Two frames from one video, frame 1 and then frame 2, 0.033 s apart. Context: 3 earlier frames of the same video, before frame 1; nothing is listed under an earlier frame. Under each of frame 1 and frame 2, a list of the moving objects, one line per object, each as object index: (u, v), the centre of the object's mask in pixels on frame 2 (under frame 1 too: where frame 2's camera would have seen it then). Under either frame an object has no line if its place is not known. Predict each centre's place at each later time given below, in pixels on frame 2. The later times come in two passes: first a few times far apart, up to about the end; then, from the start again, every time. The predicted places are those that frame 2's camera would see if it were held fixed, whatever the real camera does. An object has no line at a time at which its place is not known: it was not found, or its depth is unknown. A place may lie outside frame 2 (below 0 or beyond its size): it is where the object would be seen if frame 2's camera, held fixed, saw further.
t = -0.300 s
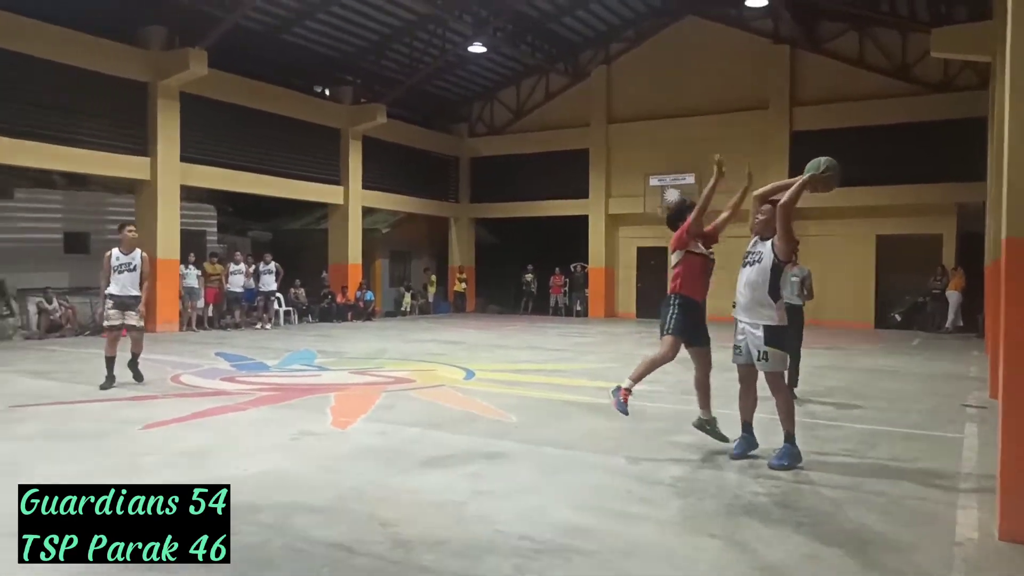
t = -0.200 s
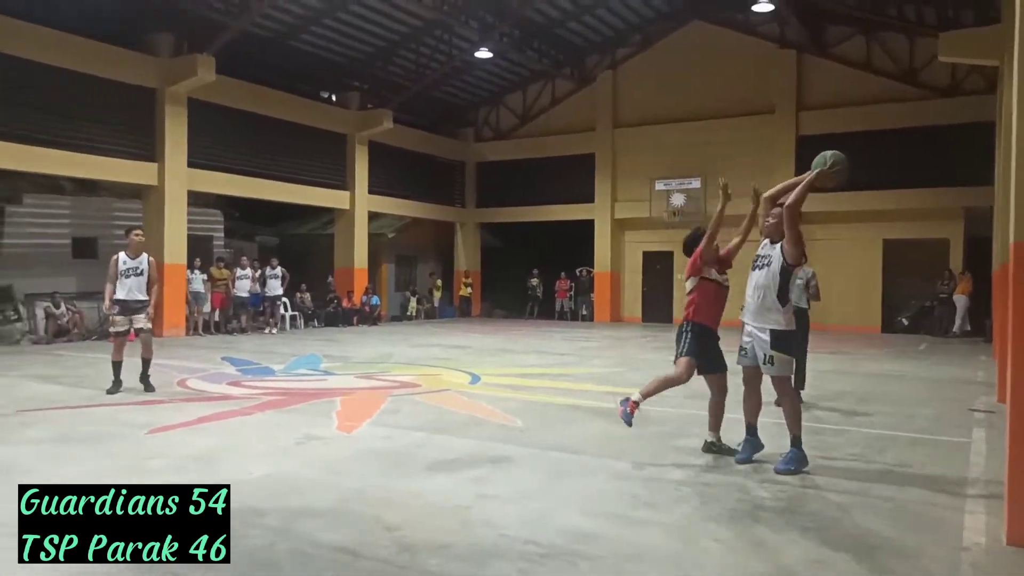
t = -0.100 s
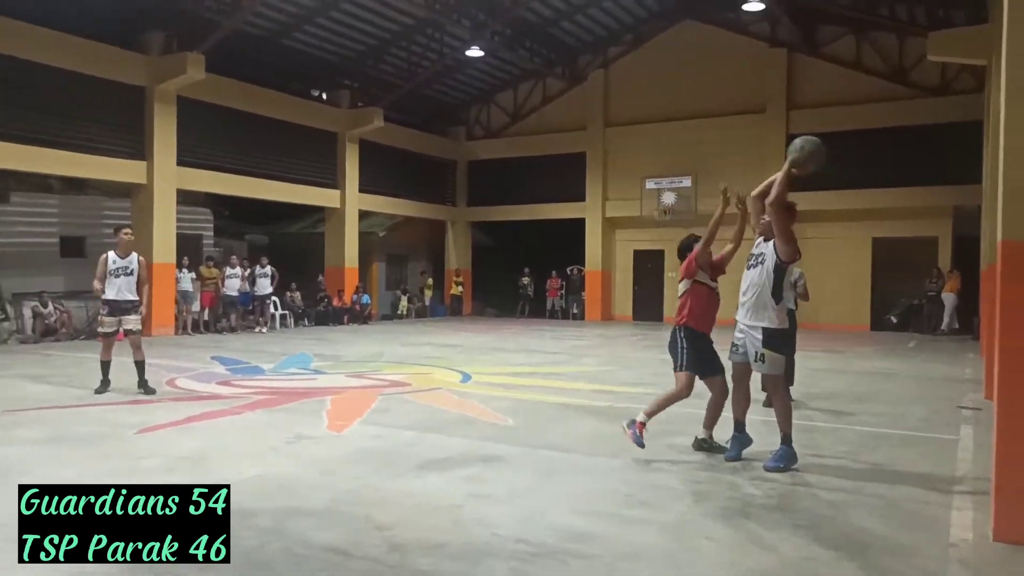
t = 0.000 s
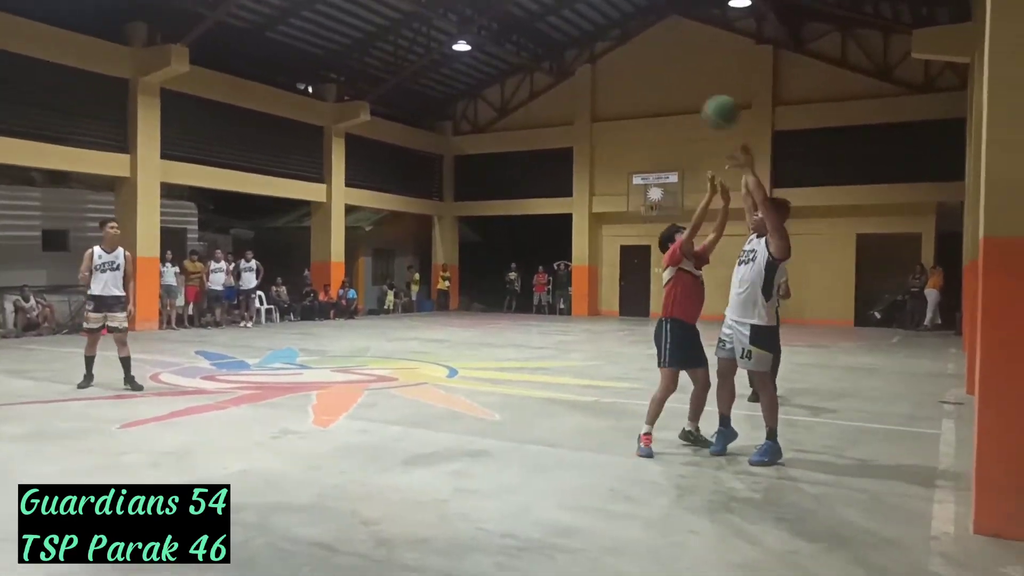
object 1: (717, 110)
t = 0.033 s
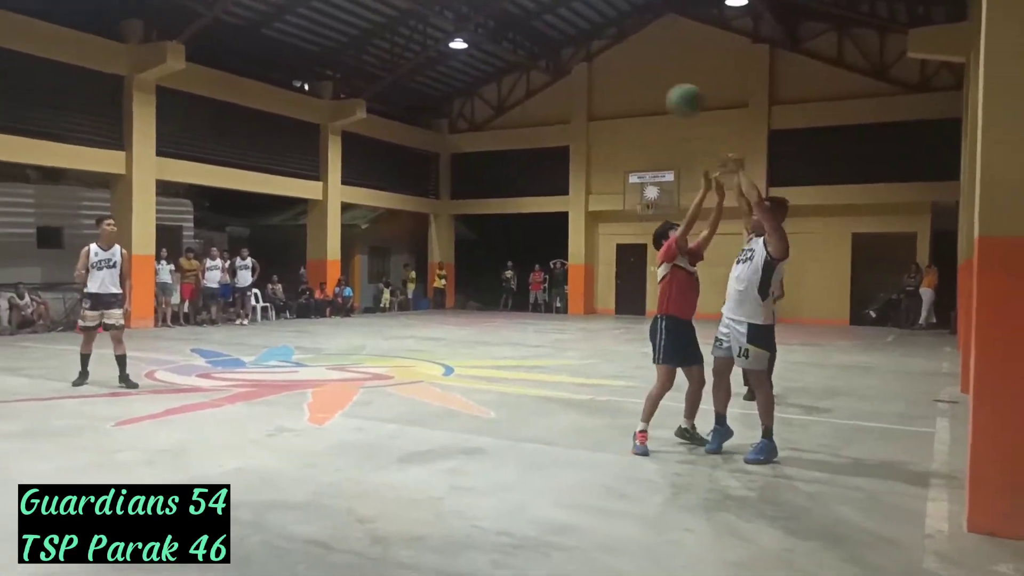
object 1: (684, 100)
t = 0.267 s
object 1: (480, 75)
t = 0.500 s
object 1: (310, 118)
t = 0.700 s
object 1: (191, 198)
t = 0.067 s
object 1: (652, 90)
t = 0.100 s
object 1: (621, 84)
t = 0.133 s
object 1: (592, 79)
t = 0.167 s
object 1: (563, 76)
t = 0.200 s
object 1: (535, 74)
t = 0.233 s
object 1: (507, 74)
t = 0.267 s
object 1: (480, 75)
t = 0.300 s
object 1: (454, 77)
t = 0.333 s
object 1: (428, 81)
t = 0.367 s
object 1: (402, 86)
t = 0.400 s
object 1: (378, 92)
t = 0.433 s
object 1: (356, 98)
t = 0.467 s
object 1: (333, 106)
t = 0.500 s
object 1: (310, 118)
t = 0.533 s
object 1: (289, 129)
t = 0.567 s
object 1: (269, 141)
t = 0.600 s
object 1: (248, 154)
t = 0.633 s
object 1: (228, 167)
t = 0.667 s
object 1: (209, 183)
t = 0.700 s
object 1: (191, 198)
